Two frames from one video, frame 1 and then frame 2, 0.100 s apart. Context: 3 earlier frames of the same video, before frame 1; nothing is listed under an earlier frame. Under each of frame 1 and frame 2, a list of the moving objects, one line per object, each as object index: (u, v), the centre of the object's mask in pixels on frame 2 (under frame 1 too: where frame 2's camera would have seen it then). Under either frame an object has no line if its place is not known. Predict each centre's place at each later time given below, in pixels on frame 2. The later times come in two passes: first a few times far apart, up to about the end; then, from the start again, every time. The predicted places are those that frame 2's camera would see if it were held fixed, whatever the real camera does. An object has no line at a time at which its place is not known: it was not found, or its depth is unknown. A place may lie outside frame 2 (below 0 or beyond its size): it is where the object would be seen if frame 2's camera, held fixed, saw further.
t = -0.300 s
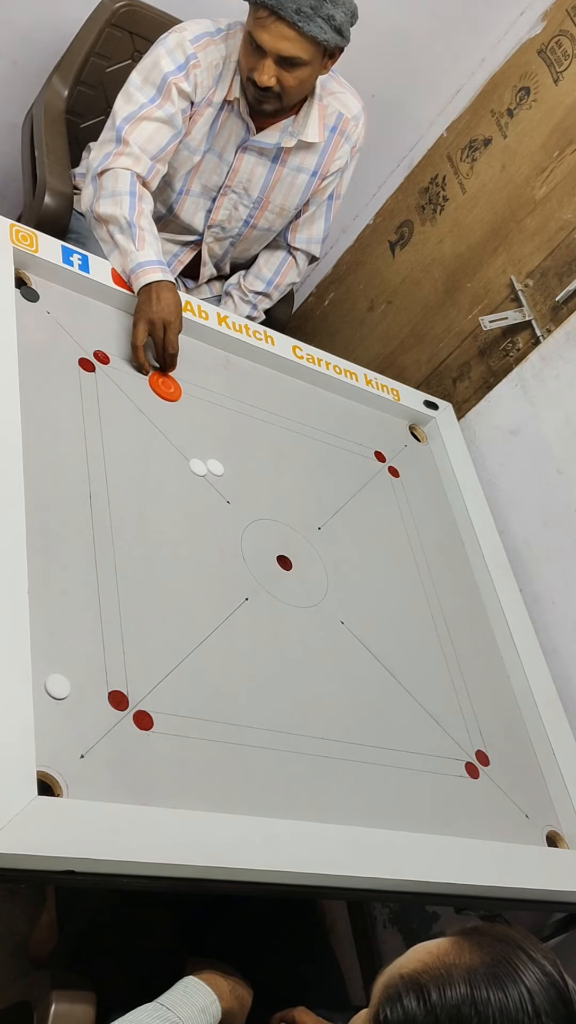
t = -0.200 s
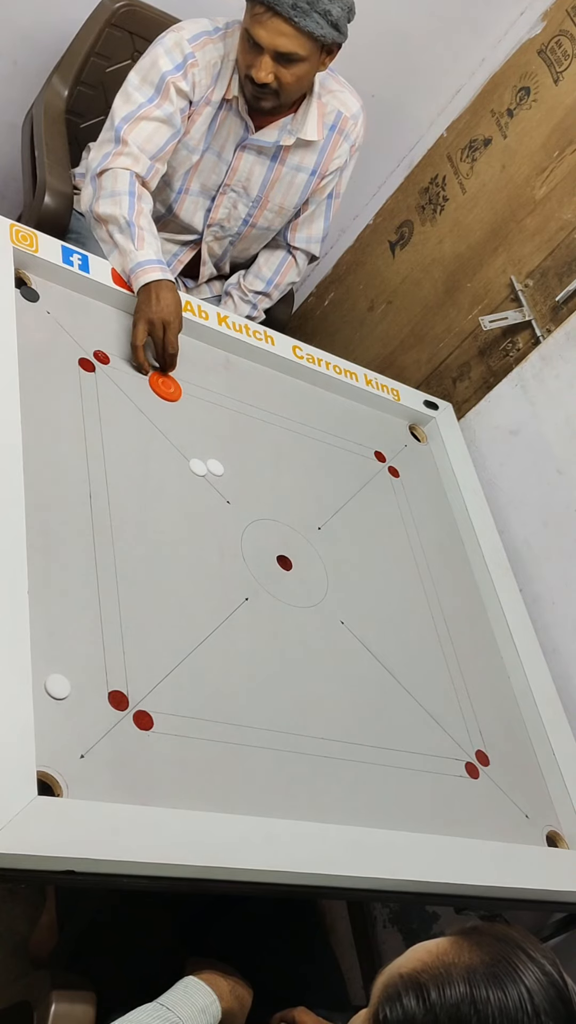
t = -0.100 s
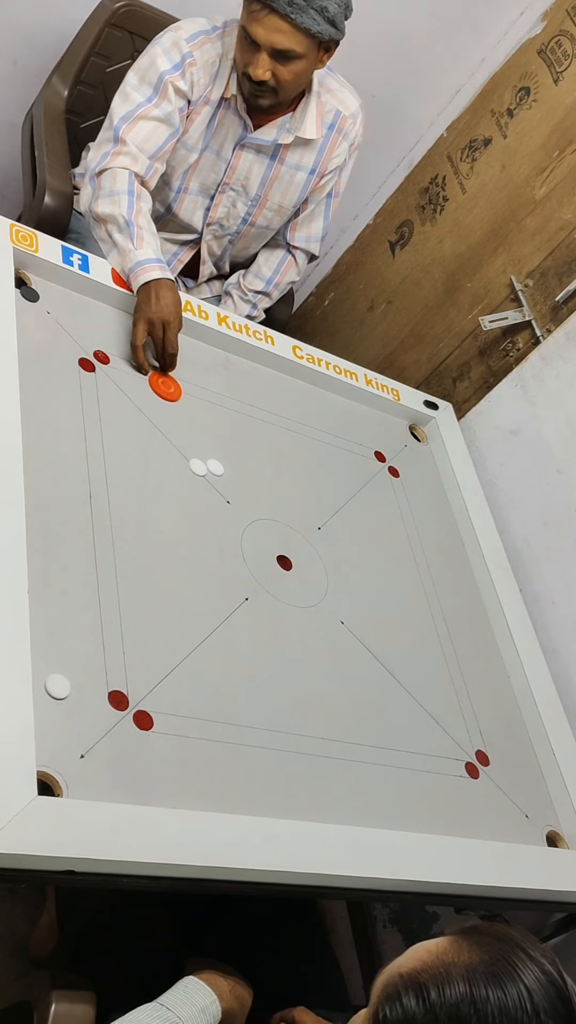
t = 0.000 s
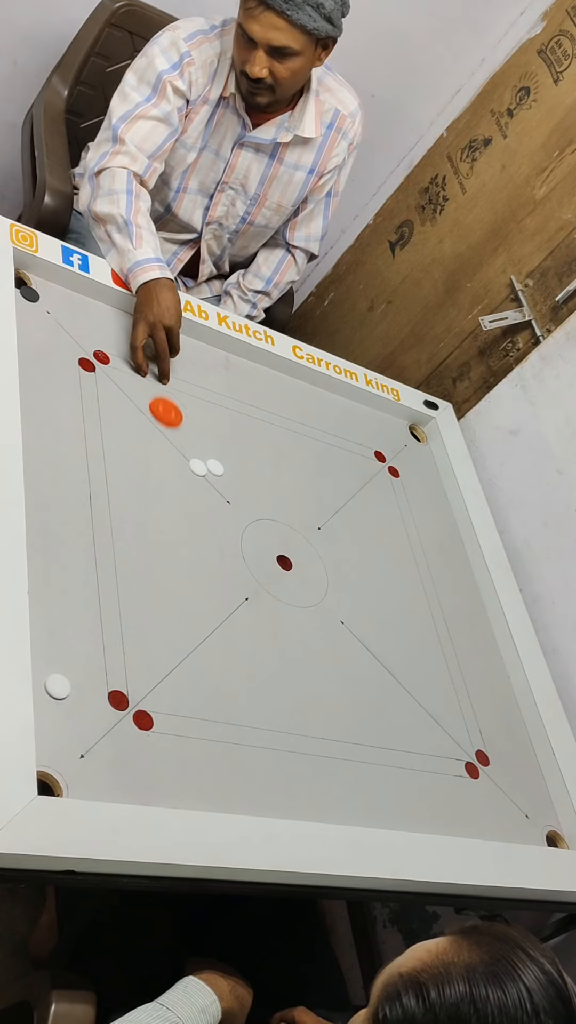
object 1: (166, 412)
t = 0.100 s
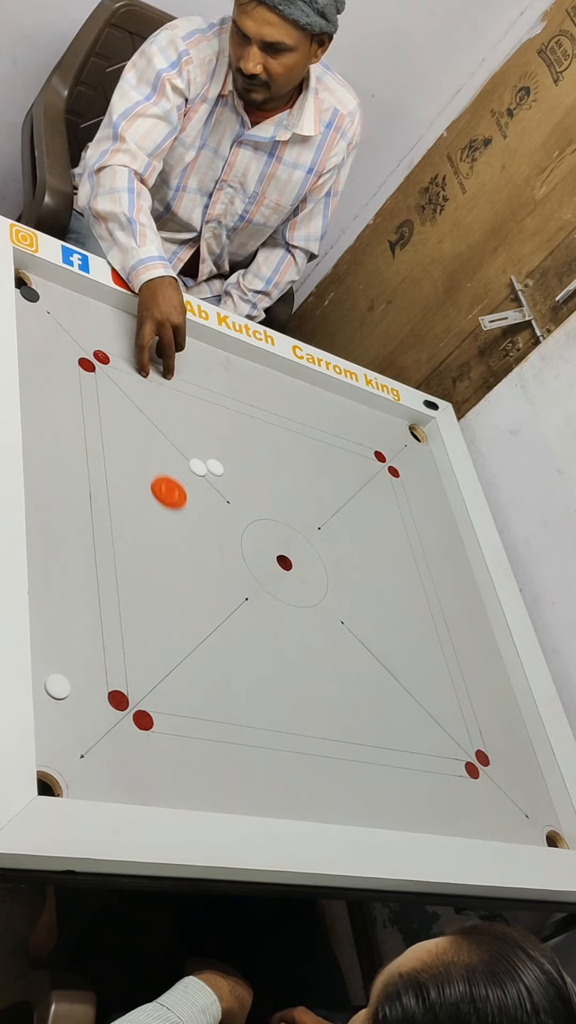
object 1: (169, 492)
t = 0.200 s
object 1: (173, 581)
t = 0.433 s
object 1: (176, 780)
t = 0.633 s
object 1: (135, 657)
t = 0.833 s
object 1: (102, 555)
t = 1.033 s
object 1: (78, 472)
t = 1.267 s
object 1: (58, 394)
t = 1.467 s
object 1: (46, 342)
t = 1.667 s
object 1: (41, 306)
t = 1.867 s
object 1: (43, 292)
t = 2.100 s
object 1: (48, 300)
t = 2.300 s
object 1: (49, 301)
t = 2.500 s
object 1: (49, 301)
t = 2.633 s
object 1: (49, 301)
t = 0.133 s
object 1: (170, 520)
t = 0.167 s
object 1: (172, 550)
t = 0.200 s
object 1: (173, 581)
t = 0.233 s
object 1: (174, 612)
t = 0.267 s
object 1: (176, 647)
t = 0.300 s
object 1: (177, 682)
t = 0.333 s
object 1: (179, 716)
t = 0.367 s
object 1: (181, 755)
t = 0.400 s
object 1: (182, 793)
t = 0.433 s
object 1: (176, 780)
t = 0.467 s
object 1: (169, 758)
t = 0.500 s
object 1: (162, 736)
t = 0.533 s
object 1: (155, 716)
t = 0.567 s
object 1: (148, 694)
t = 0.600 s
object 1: (141, 675)
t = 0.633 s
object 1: (135, 657)
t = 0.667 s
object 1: (129, 637)
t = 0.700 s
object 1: (123, 620)
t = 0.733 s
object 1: (118, 603)
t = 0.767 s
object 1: (112, 585)
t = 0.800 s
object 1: (107, 569)
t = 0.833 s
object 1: (102, 555)
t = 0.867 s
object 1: (98, 539)
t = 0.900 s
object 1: (93, 524)
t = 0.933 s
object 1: (89, 511)
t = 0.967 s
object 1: (85, 497)
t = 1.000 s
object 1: (81, 484)
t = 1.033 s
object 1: (78, 472)
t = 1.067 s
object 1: (74, 459)
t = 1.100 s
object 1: (71, 447)
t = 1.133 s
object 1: (68, 436)
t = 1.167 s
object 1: (65, 425)
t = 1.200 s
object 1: (63, 414)
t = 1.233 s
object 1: (60, 404)
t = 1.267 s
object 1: (58, 394)
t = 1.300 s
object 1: (56, 385)
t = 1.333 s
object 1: (53, 376)
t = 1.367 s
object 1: (52, 366)
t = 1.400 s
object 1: (50, 358)
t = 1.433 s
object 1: (48, 350)
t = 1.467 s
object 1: (46, 342)
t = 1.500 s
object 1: (45, 334)
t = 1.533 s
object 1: (43, 328)
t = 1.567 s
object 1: (42, 321)
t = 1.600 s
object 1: (41, 315)
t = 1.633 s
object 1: (41, 310)
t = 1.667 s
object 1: (41, 306)
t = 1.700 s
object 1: (41, 302)
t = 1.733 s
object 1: (41, 298)
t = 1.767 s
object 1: (41, 294)
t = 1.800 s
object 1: (41, 291)
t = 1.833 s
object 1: (42, 290)
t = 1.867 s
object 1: (43, 292)
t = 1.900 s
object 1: (44, 294)
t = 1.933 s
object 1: (45, 295)
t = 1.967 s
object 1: (45, 296)
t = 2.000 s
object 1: (46, 297)
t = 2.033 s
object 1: (47, 298)
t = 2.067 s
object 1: (47, 299)
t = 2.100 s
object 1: (48, 300)
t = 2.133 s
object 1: (49, 300)
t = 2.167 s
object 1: (49, 301)
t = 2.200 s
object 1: (49, 301)
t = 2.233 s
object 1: (49, 301)
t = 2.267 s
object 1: (49, 301)
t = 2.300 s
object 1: (49, 301)
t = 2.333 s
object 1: (49, 301)
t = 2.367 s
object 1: (49, 301)
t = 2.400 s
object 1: (49, 301)
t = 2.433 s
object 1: (49, 301)
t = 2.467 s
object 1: (49, 301)
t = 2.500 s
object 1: (49, 301)
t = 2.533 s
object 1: (49, 301)
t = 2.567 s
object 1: (49, 301)
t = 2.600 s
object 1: (49, 301)
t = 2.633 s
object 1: (49, 301)
